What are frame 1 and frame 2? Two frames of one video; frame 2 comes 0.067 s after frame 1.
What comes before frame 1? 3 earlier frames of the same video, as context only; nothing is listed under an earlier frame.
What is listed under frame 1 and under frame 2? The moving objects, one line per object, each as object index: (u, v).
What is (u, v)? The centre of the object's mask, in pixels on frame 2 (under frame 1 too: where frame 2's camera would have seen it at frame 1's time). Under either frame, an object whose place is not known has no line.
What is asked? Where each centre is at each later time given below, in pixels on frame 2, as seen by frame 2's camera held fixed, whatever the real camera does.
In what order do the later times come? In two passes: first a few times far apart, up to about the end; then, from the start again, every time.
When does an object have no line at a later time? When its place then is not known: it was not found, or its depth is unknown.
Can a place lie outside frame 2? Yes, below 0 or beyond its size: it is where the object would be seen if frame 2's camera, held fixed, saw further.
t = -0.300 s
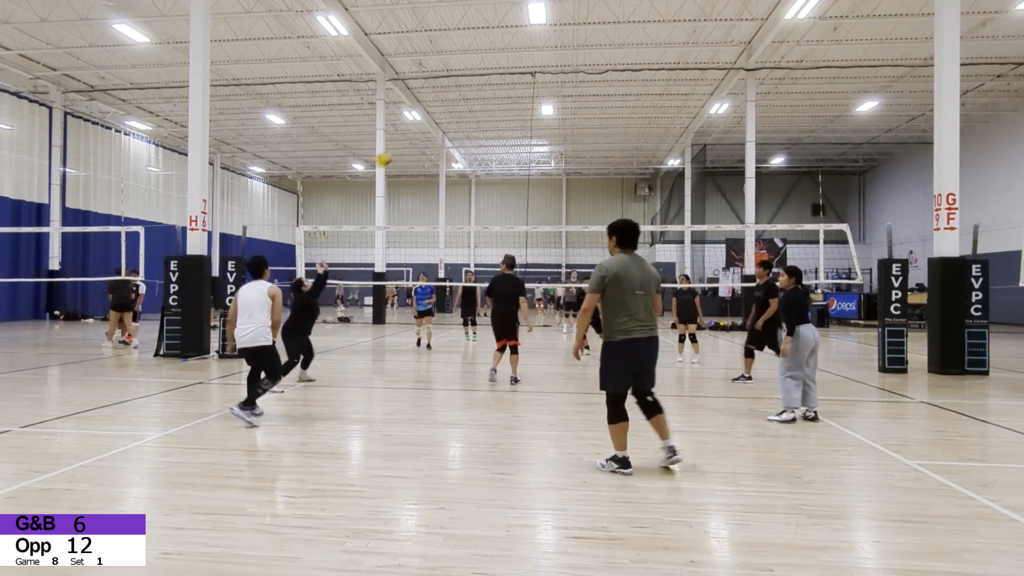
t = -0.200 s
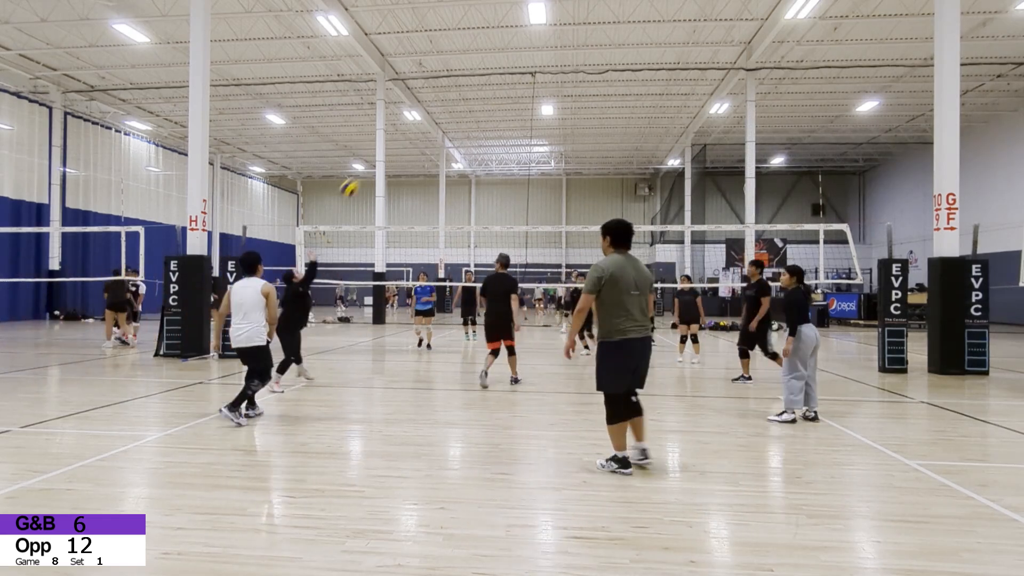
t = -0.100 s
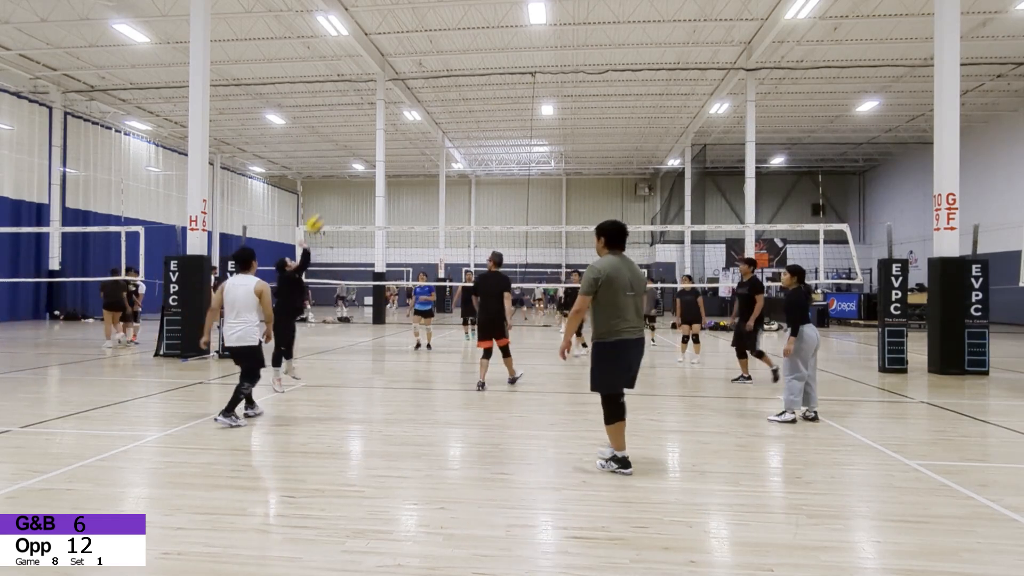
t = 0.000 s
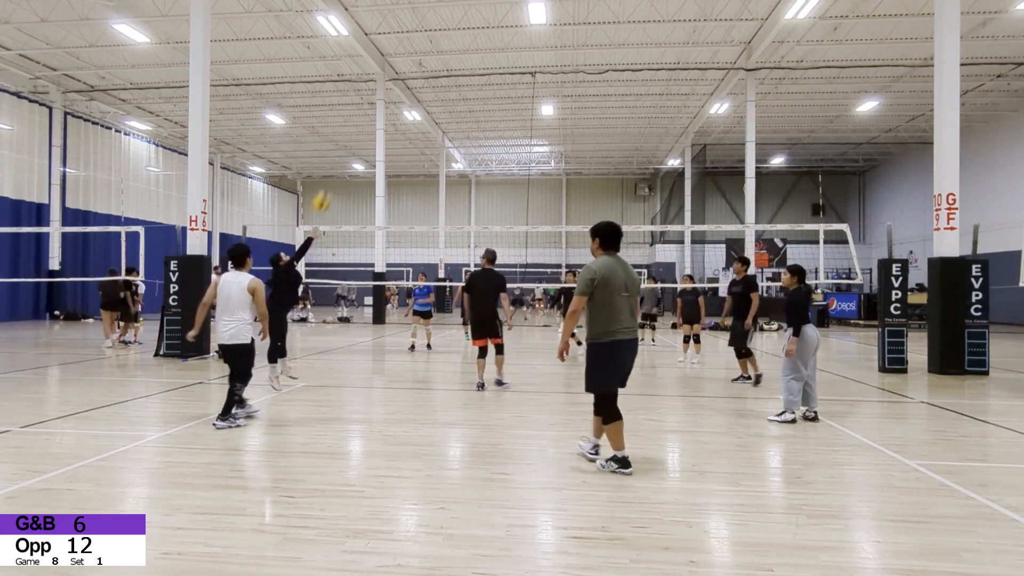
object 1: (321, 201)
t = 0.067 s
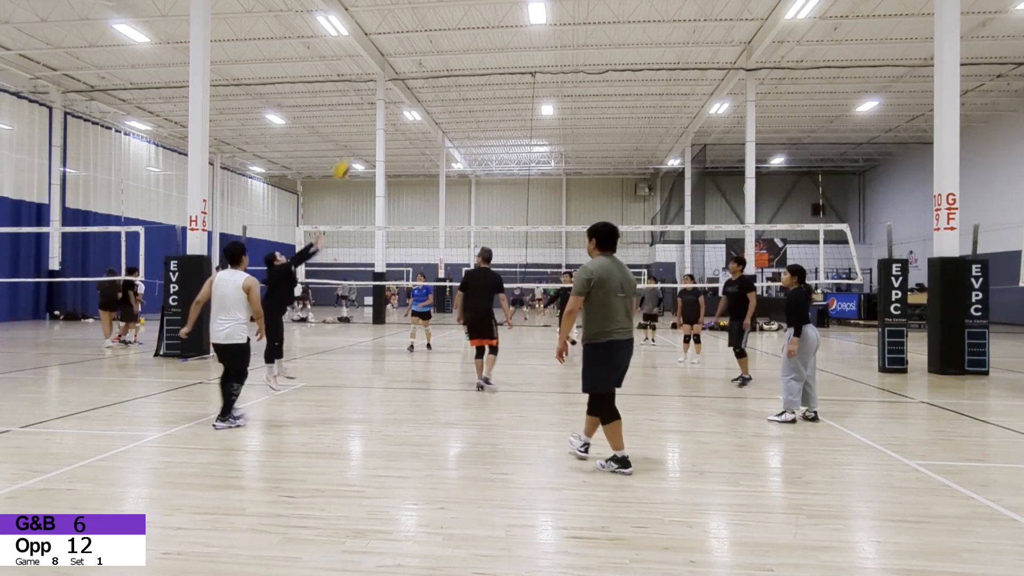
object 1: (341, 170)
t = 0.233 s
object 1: (392, 102)
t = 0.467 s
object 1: (456, 50)
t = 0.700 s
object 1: (518, 42)
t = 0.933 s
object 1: (576, 75)
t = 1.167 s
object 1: (629, 147)
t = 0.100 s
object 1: (352, 154)
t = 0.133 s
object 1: (362, 140)
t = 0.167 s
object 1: (372, 126)
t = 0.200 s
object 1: (383, 113)
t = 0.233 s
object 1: (392, 102)
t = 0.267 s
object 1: (401, 93)
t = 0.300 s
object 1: (411, 83)
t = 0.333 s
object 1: (421, 74)
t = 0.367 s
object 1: (428, 67)
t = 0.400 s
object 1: (439, 61)
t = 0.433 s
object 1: (448, 55)
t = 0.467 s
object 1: (456, 50)
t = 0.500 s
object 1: (465, 47)
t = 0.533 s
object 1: (474, 44)
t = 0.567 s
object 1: (483, 42)
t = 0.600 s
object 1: (492, 40)
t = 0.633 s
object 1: (501, 40)
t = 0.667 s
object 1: (509, 41)
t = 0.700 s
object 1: (518, 42)
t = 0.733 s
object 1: (527, 44)
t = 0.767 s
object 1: (535, 48)
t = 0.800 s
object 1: (543, 51)
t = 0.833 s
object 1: (552, 56)
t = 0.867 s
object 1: (560, 61)
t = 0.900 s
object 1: (568, 68)
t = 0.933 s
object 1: (576, 75)
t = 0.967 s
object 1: (583, 84)
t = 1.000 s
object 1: (592, 92)
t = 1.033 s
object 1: (599, 102)
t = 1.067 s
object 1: (607, 112)
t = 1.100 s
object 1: (614, 123)
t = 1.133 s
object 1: (622, 135)
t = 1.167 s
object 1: (629, 147)
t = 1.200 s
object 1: (637, 161)
